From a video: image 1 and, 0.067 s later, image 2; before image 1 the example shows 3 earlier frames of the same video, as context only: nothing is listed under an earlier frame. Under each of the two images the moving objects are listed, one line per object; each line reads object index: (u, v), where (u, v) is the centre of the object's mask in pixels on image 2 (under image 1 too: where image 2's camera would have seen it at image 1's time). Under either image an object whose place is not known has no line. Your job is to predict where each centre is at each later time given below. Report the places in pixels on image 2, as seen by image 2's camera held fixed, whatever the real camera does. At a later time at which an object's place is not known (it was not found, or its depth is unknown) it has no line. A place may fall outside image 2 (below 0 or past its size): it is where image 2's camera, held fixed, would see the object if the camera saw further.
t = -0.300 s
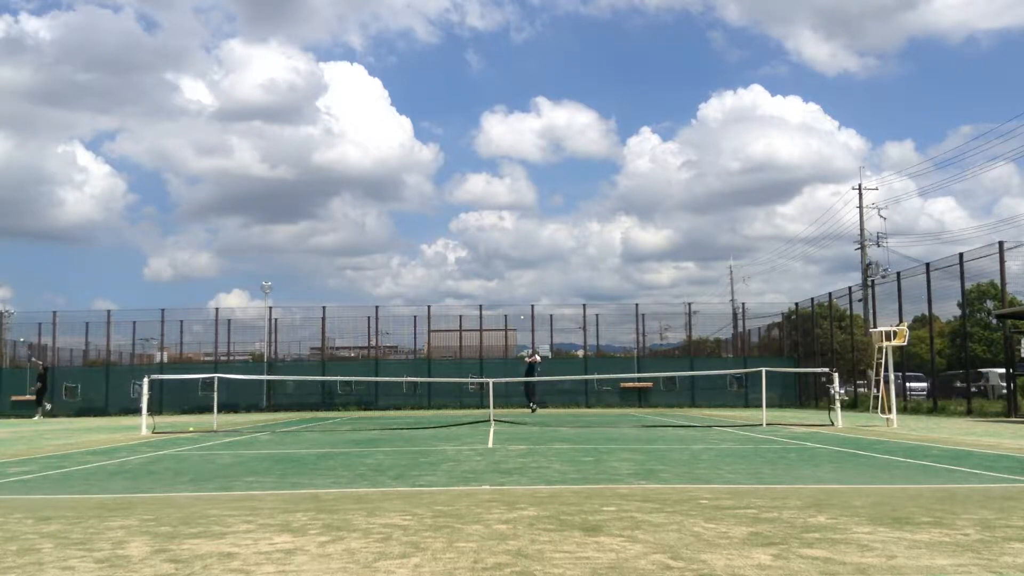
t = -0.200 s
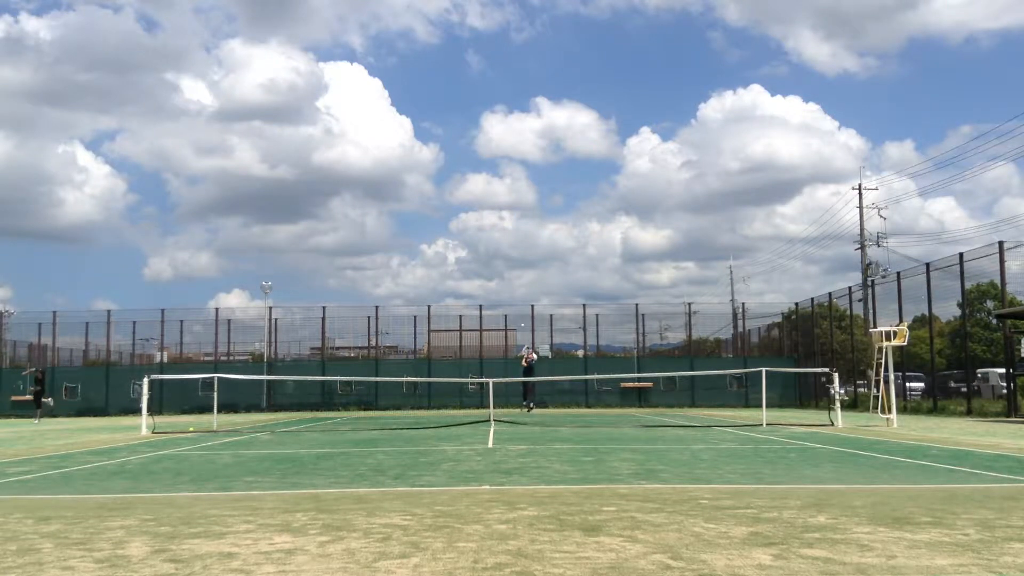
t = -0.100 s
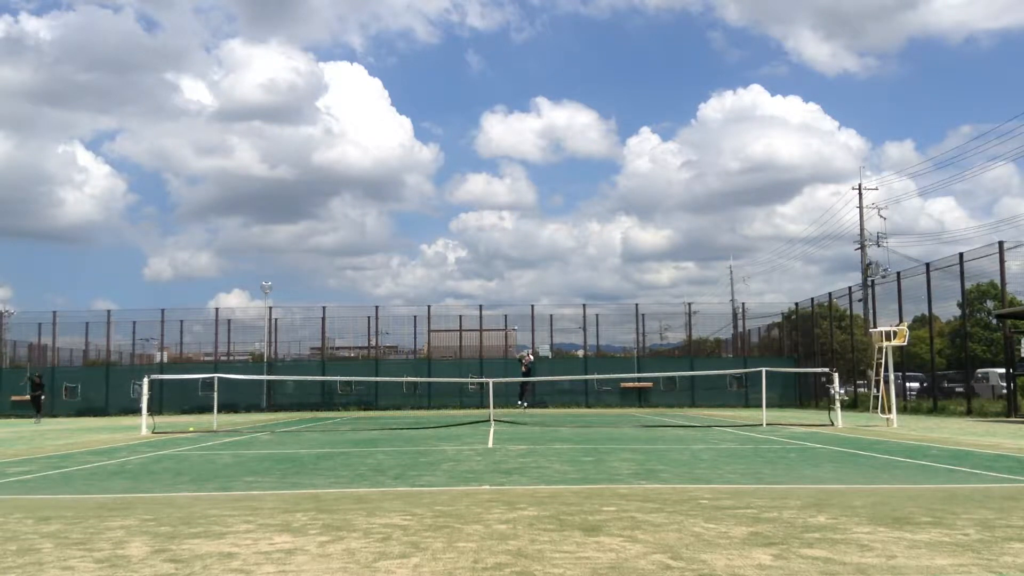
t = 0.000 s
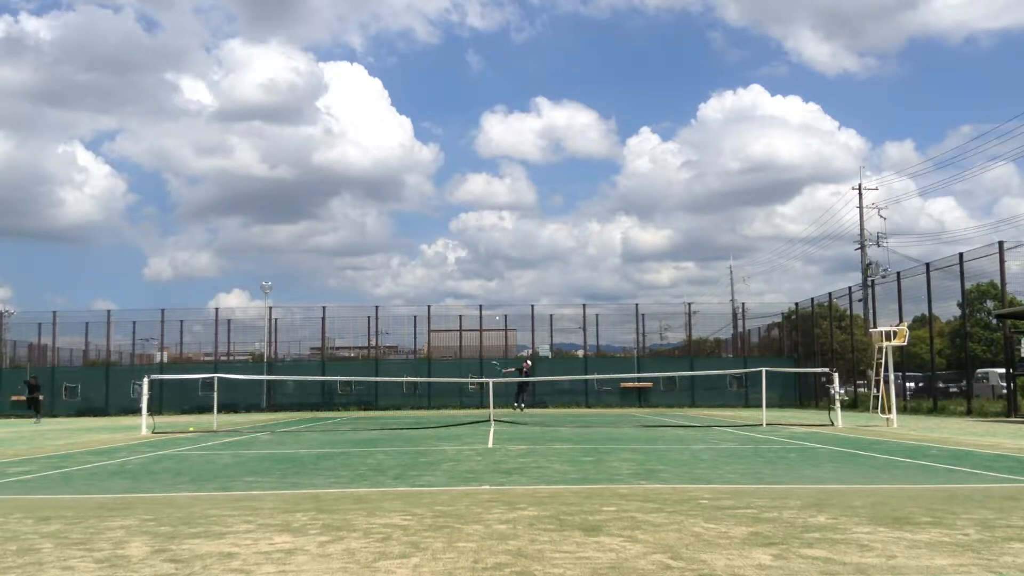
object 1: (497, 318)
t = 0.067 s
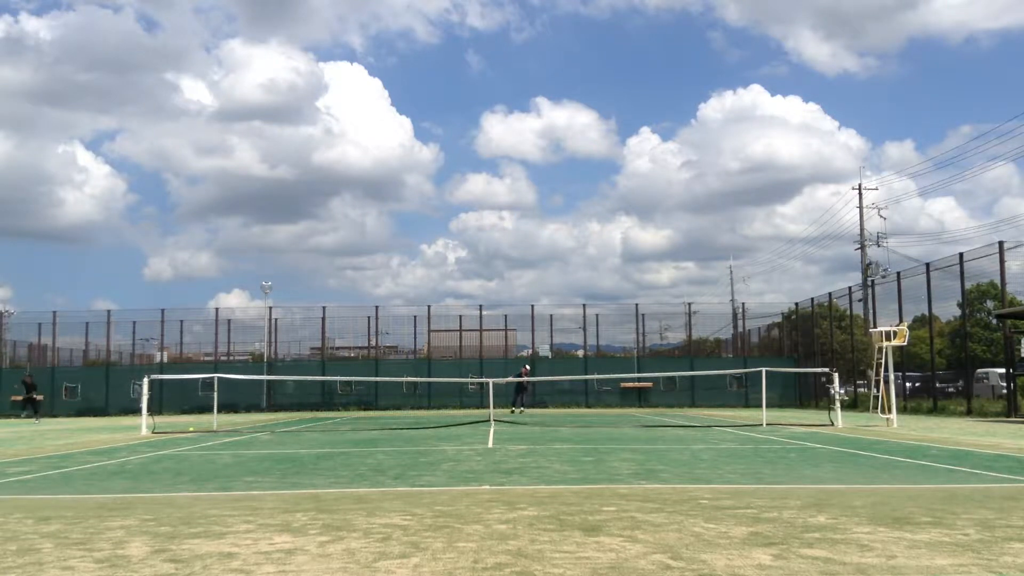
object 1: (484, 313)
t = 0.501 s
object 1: (392, 330)
